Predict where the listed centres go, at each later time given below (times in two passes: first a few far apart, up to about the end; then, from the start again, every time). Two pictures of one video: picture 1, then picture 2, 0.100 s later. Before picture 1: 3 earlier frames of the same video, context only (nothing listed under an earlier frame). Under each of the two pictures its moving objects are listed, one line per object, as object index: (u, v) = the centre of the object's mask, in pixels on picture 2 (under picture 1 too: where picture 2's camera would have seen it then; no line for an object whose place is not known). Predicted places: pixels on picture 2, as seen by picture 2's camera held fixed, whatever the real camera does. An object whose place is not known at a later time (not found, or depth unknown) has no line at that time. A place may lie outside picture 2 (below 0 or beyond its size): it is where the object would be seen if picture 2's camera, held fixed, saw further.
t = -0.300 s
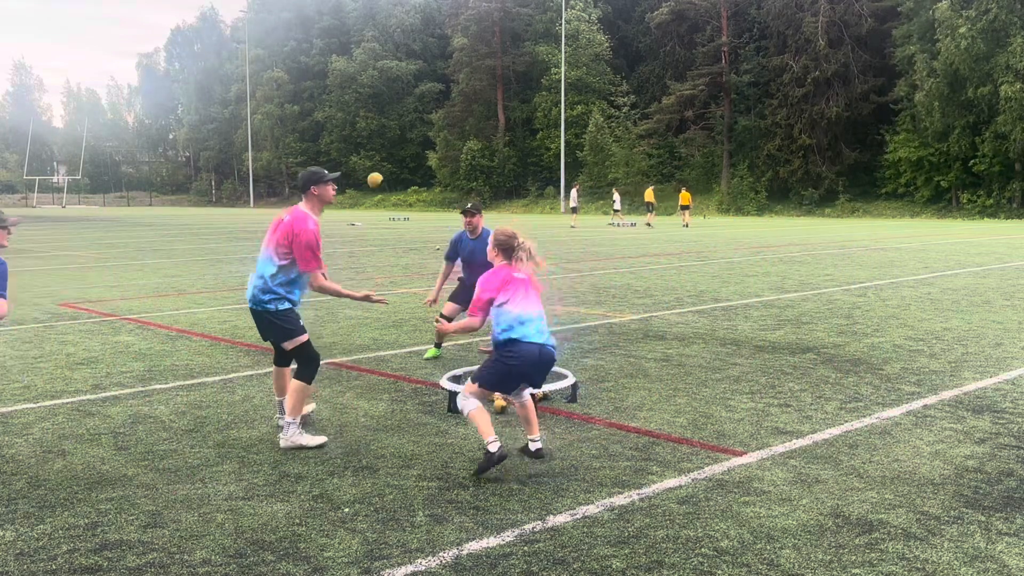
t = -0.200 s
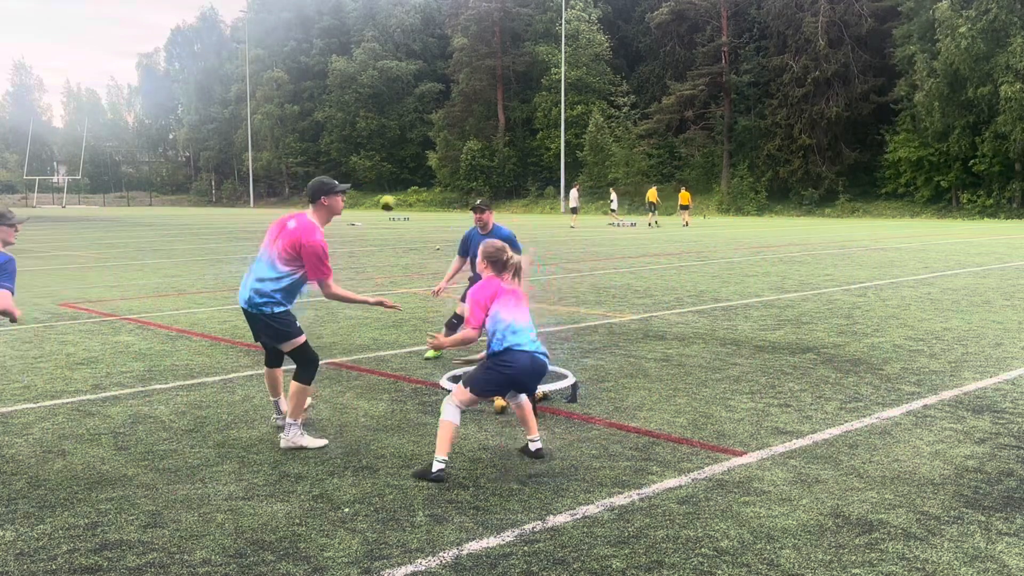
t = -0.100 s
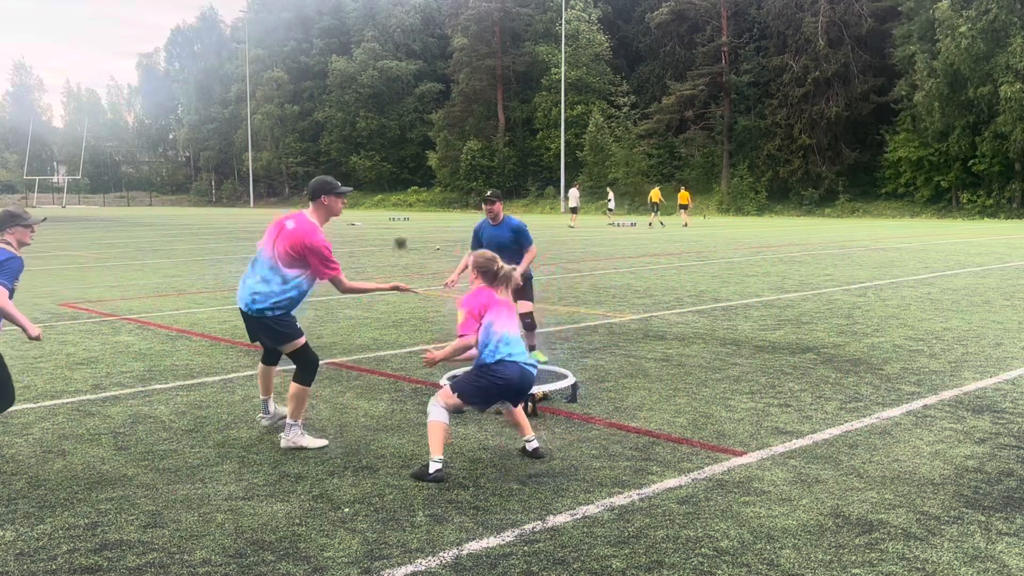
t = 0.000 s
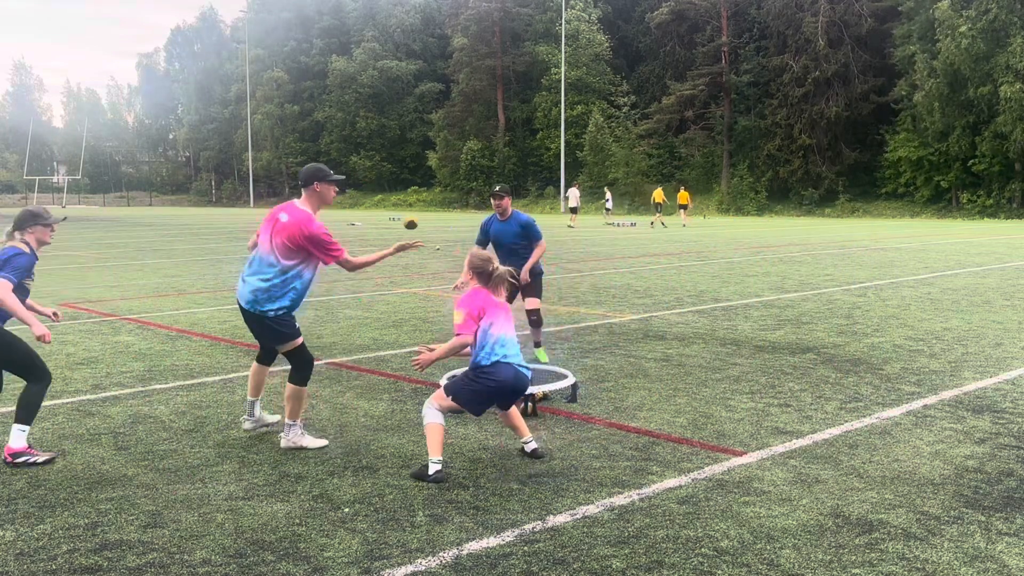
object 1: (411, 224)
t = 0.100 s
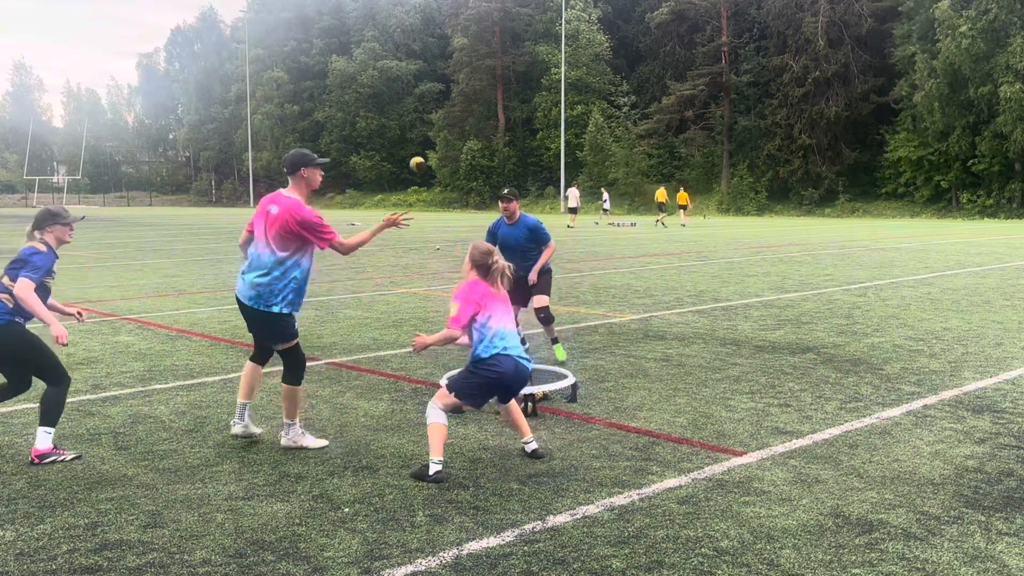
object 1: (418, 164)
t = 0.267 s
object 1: (430, 108)
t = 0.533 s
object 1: (451, 111)
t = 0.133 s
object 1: (419, 149)
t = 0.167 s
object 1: (421, 136)
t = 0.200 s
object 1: (424, 124)
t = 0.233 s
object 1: (428, 116)
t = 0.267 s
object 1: (430, 108)
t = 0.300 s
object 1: (432, 102)
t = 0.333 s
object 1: (435, 98)
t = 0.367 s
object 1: (437, 96)
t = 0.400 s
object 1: (440, 95)
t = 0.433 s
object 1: (443, 97)
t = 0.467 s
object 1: (446, 100)
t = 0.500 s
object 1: (448, 104)
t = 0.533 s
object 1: (451, 111)
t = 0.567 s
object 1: (454, 119)
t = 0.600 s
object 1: (457, 129)
